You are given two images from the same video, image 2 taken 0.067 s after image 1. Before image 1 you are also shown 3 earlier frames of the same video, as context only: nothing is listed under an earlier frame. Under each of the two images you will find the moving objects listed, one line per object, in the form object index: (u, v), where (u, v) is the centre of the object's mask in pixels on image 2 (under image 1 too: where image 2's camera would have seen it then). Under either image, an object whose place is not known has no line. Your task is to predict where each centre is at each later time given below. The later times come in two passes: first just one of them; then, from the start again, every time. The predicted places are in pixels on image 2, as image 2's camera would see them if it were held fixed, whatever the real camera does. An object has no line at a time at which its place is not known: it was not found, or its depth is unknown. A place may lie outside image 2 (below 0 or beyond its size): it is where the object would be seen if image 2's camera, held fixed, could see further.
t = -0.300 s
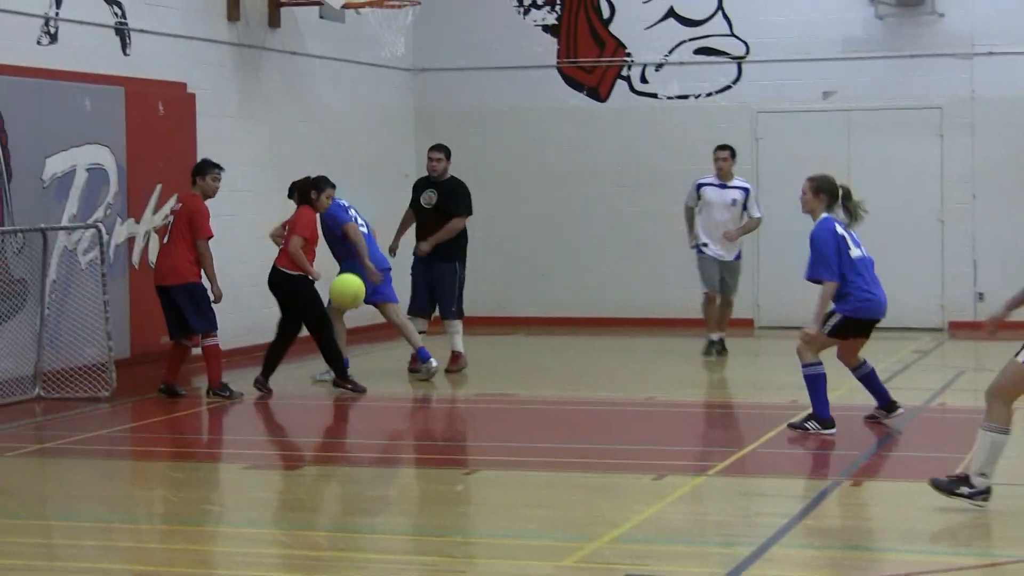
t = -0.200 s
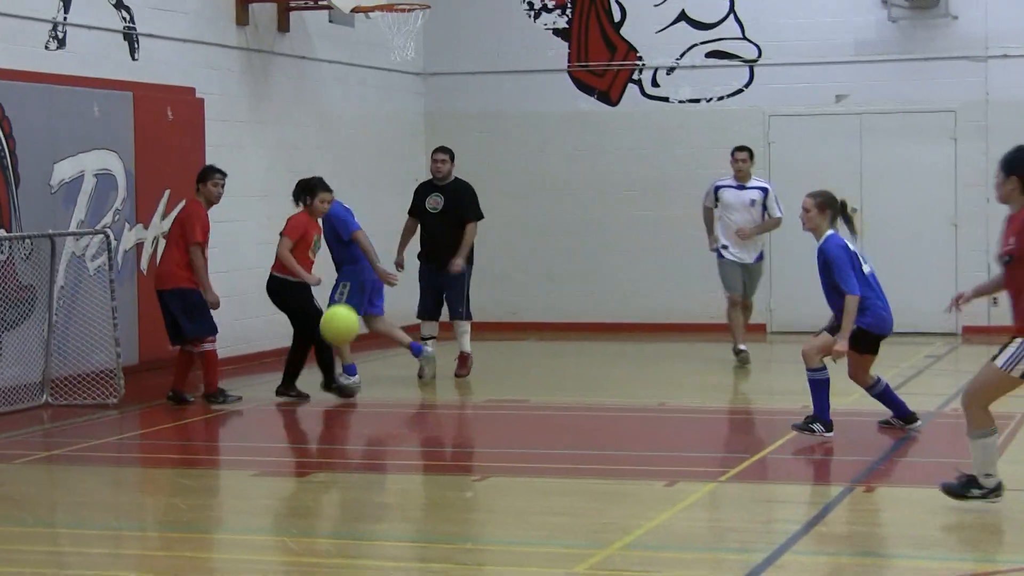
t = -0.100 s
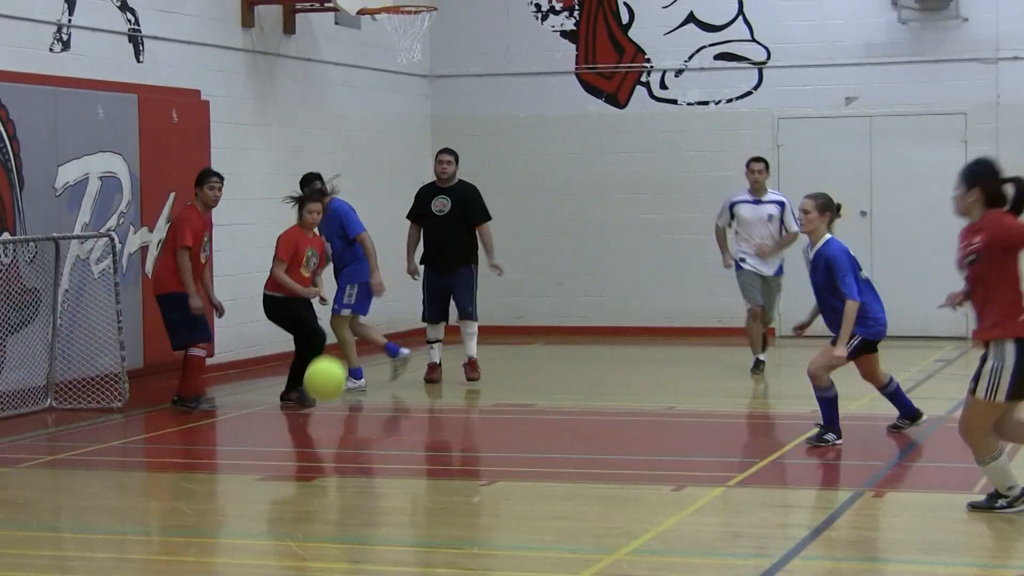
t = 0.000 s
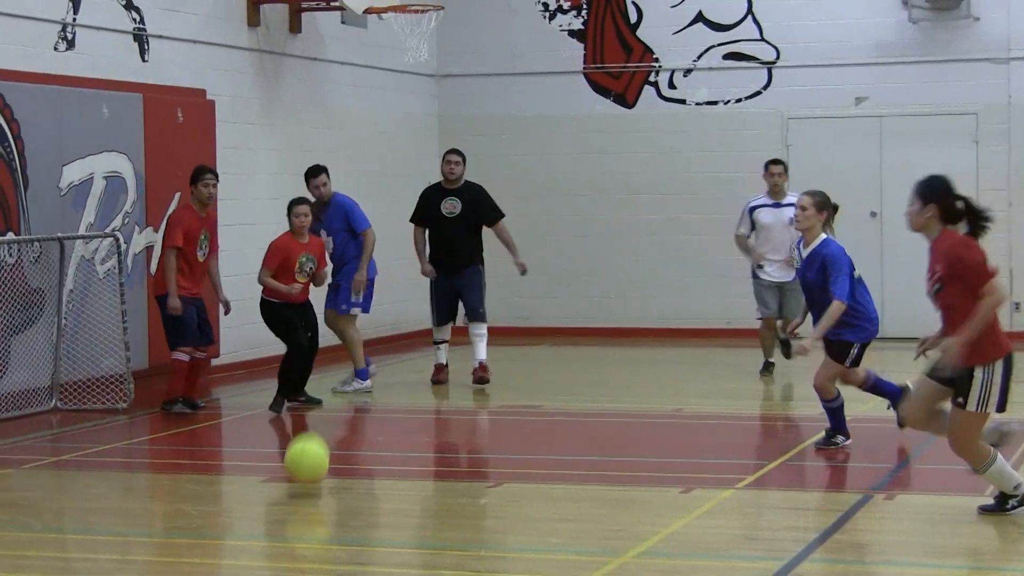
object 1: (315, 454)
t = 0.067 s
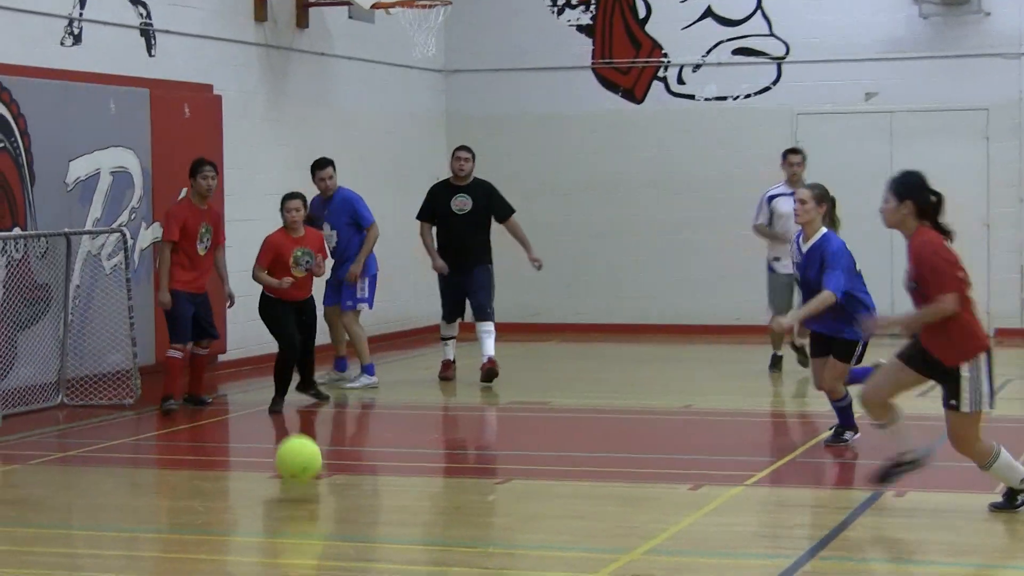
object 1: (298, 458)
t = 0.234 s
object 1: (256, 409)
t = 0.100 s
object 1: (290, 445)
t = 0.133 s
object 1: (282, 433)
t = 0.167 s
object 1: (274, 422)
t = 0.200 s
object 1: (265, 414)
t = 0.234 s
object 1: (256, 409)
